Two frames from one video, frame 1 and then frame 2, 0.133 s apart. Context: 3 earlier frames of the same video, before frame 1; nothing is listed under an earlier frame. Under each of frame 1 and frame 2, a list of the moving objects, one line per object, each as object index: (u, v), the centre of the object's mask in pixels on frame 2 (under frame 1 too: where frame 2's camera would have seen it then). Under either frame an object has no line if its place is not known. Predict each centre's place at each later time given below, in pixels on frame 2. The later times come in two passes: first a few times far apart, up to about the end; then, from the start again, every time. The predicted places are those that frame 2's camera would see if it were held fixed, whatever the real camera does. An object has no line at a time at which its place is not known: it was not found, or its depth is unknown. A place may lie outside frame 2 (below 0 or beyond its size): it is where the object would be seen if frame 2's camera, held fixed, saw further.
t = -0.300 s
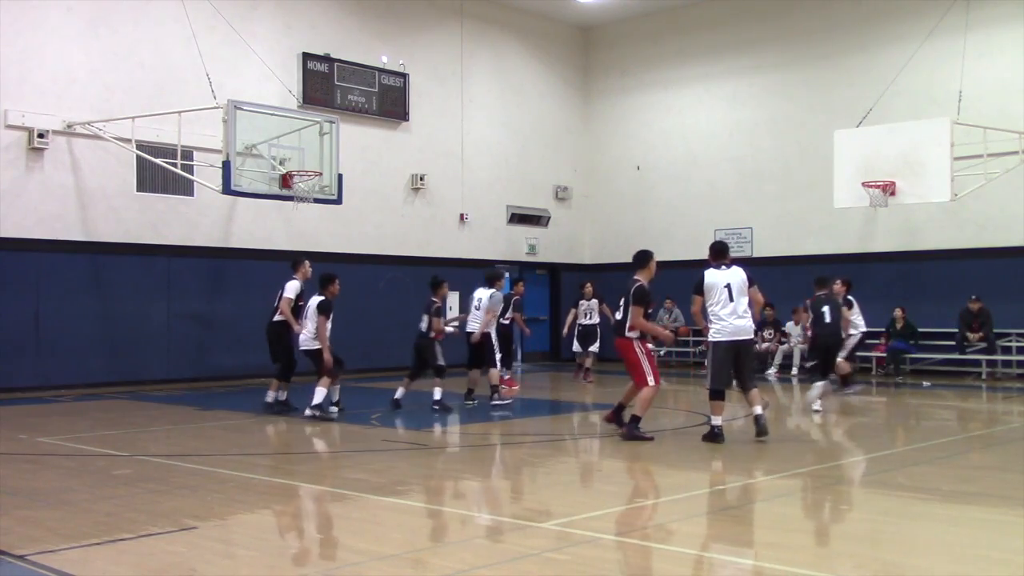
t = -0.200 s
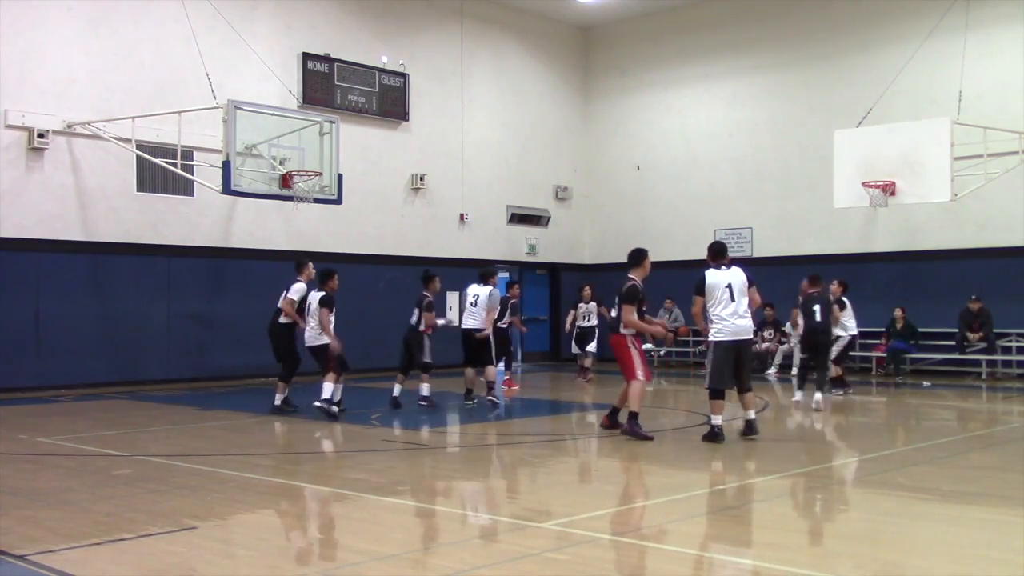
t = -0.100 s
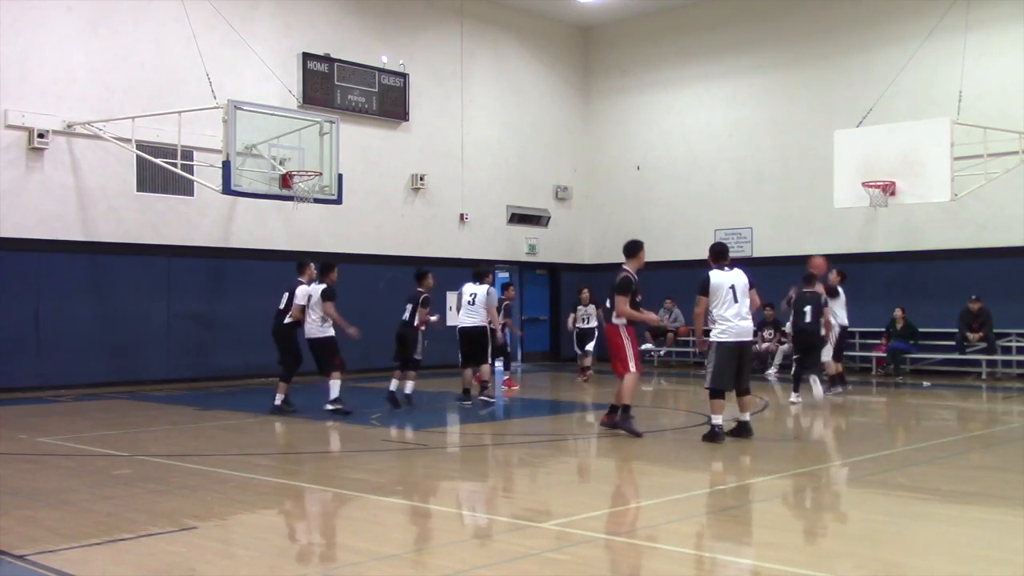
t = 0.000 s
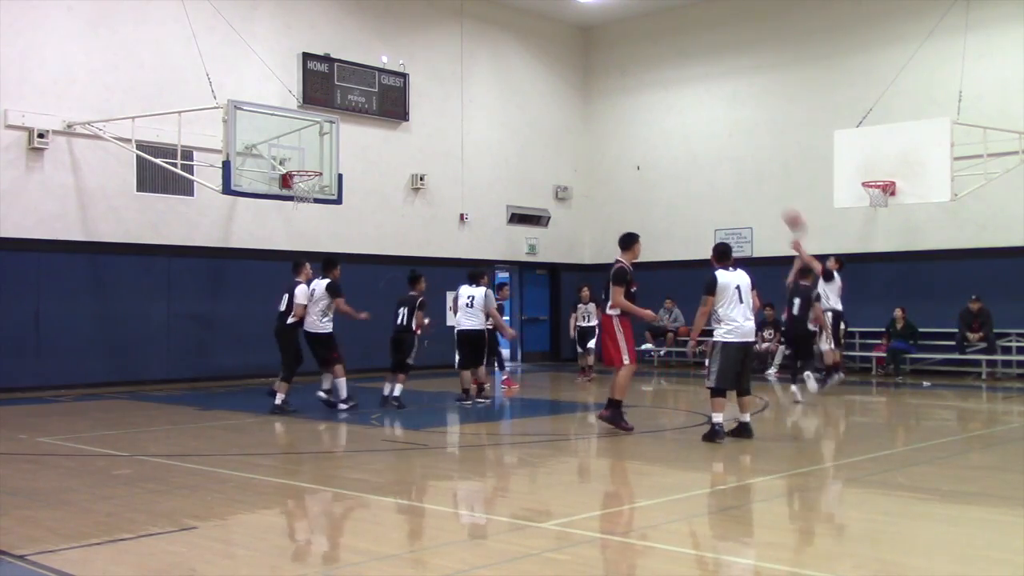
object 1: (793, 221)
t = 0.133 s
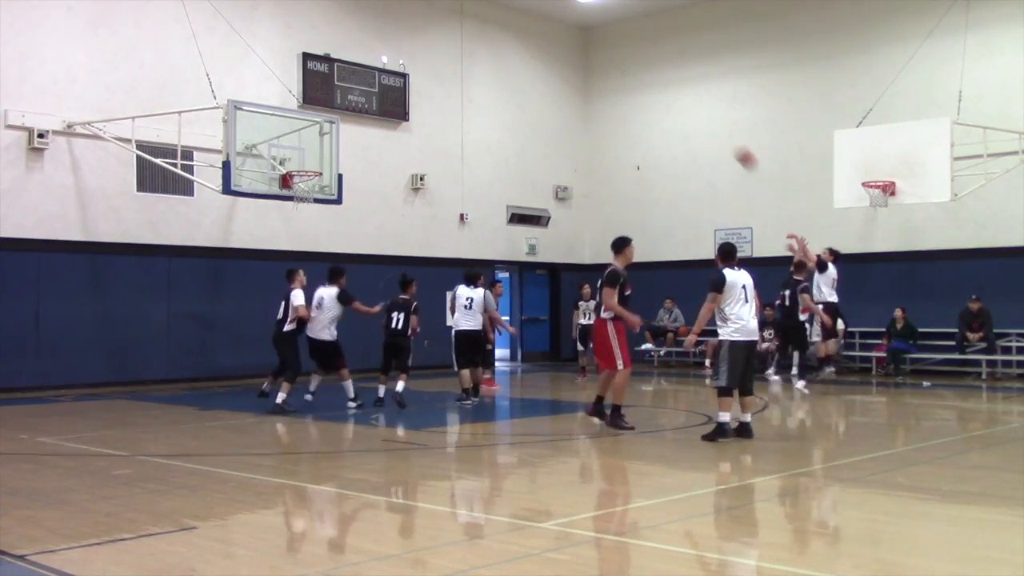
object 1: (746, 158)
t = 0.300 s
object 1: (686, 97)
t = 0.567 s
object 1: (590, 39)
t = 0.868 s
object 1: (485, 36)
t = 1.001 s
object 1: (439, 54)
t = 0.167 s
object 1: (734, 144)
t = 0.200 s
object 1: (721, 131)
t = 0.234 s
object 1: (709, 119)
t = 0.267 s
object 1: (697, 107)
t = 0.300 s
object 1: (686, 97)
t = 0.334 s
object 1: (673, 87)
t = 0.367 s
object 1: (661, 78)
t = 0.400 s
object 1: (650, 70)
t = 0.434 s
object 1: (638, 62)
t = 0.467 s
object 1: (627, 55)
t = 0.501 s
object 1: (615, 49)
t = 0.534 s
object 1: (604, 44)
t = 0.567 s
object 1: (590, 39)
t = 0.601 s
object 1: (579, 36)
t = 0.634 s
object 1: (568, 33)
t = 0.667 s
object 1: (556, 31)
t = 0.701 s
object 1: (544, 31)
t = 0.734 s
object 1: (532, 30)
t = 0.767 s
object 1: (521, 30)
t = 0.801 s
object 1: (509, 31)
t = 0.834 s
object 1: (497, 33)
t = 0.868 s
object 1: (485, 36)
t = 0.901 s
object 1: (474, 39)
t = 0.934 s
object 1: (463, 43)
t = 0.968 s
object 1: (450, 48)
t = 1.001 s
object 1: (439, 54)
